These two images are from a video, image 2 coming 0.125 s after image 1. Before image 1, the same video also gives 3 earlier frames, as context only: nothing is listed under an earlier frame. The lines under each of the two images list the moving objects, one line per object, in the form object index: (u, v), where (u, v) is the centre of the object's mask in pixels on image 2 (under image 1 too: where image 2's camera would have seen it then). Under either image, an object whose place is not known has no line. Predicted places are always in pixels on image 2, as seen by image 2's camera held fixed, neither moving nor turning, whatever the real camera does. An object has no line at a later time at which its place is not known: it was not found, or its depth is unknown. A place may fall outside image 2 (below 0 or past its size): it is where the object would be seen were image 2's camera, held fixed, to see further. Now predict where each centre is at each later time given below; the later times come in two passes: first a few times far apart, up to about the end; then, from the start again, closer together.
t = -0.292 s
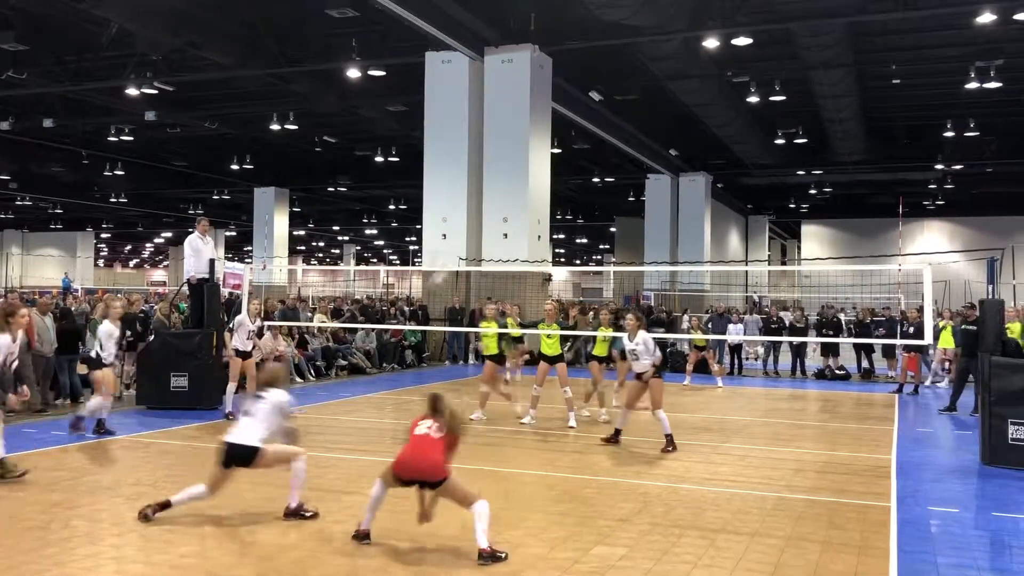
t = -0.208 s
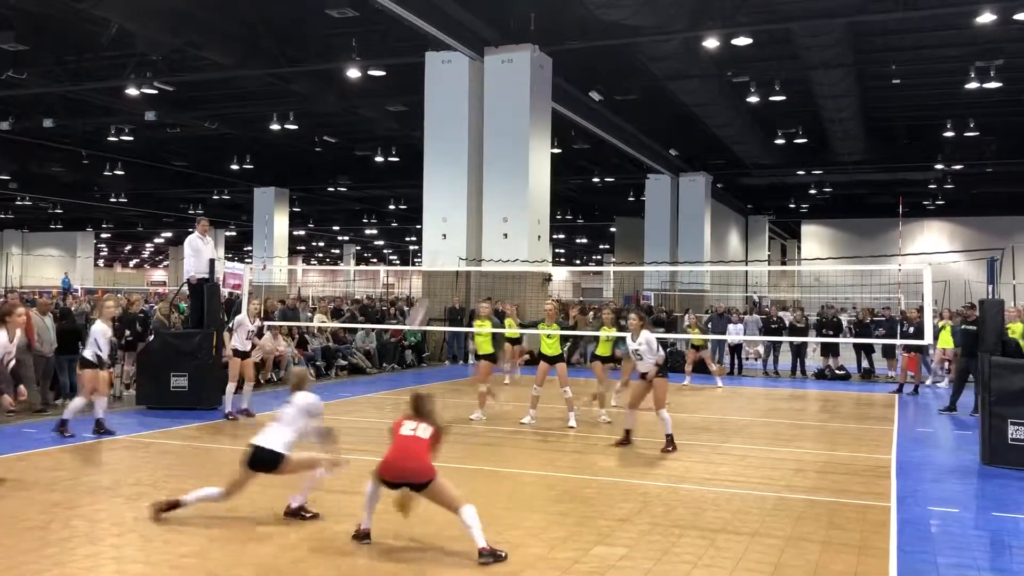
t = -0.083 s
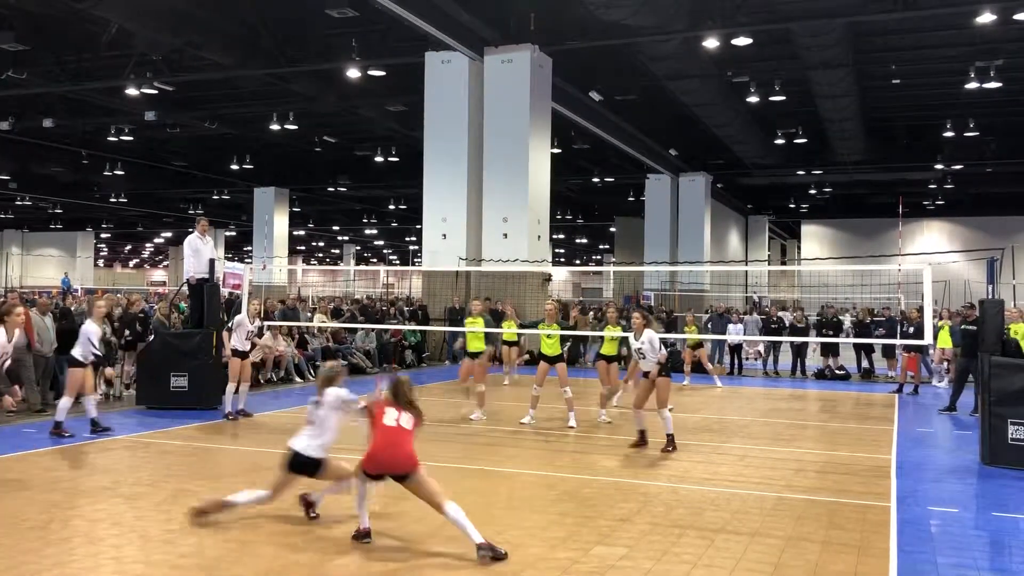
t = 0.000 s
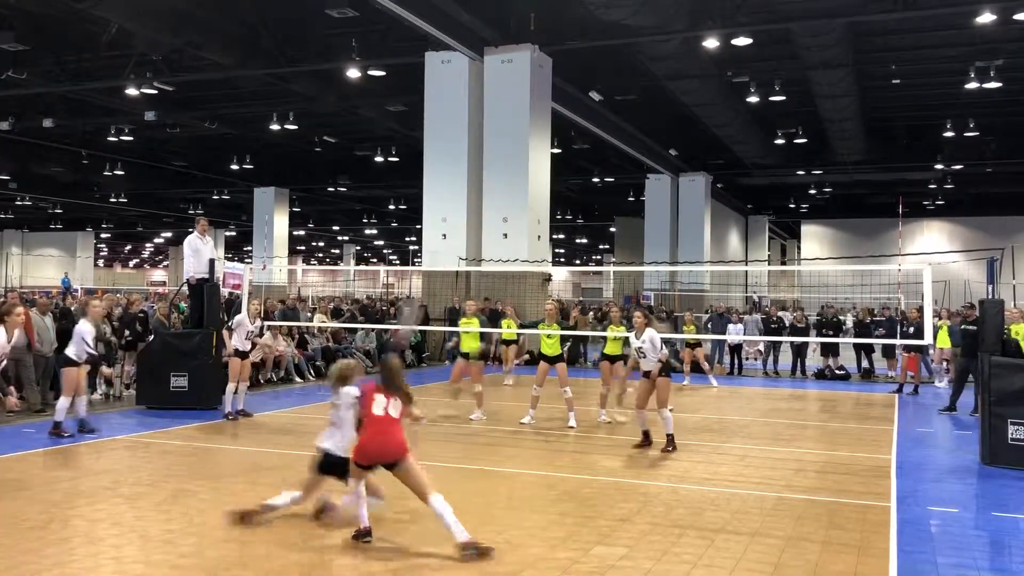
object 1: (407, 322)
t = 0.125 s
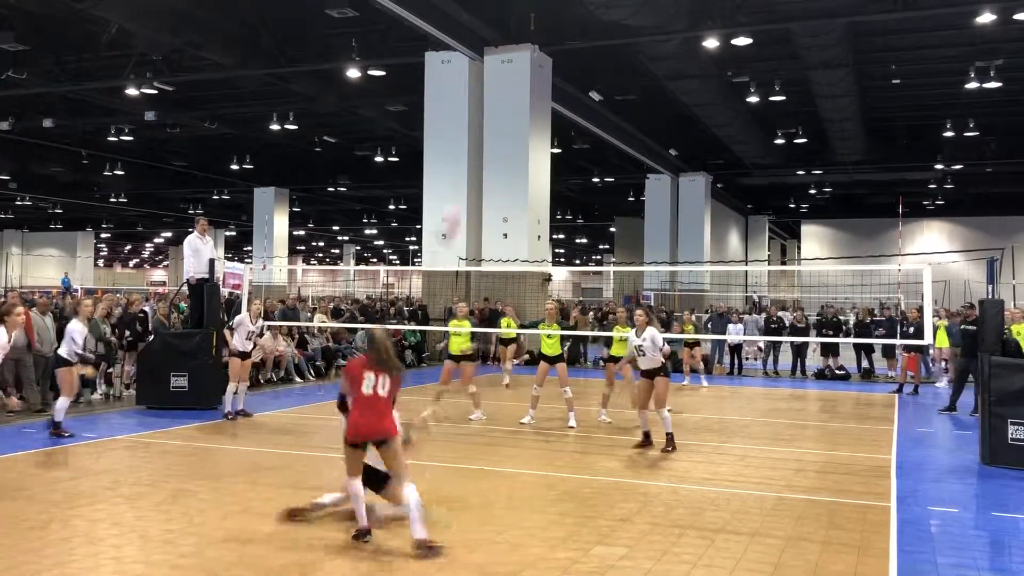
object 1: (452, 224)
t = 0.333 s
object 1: (507, 110)
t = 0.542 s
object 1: (555, 58)
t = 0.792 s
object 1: (605, 48)
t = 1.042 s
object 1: (649, 92)
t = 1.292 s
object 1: (686, 176)
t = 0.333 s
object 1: (507, 110)
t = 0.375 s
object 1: (518, 93)
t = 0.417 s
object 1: (527, 81)
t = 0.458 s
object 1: (537, 73)
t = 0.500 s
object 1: (546, 64)
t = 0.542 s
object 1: (555, 58)
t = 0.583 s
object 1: (564, 52)
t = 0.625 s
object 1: (573, 48)
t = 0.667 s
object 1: (581, 46)
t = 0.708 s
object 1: (590, 45)
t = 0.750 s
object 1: (598, 46)
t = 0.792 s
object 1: (605, 48)
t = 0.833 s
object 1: (613, 52)
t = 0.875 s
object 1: (620, 58)
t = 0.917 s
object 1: (628, 64)
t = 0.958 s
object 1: (635, 72)
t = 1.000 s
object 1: (642, 82)
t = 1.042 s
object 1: (649, 92)
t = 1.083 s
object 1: (655, 104)
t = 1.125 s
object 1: (662, 117)
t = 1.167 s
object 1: (669, 131)
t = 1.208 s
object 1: (675, 147)
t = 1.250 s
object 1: (681, 161)
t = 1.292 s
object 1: (686, 176)
